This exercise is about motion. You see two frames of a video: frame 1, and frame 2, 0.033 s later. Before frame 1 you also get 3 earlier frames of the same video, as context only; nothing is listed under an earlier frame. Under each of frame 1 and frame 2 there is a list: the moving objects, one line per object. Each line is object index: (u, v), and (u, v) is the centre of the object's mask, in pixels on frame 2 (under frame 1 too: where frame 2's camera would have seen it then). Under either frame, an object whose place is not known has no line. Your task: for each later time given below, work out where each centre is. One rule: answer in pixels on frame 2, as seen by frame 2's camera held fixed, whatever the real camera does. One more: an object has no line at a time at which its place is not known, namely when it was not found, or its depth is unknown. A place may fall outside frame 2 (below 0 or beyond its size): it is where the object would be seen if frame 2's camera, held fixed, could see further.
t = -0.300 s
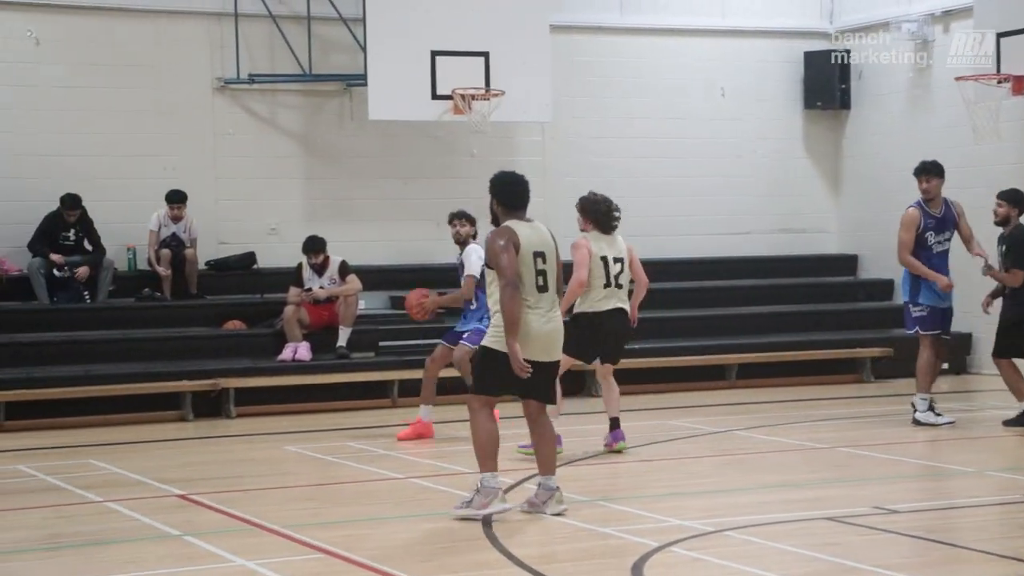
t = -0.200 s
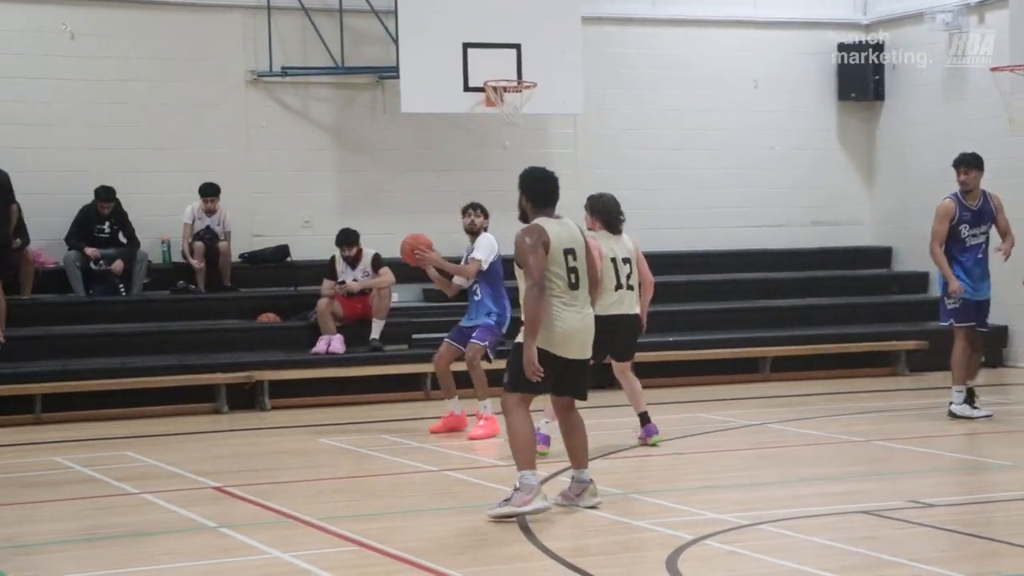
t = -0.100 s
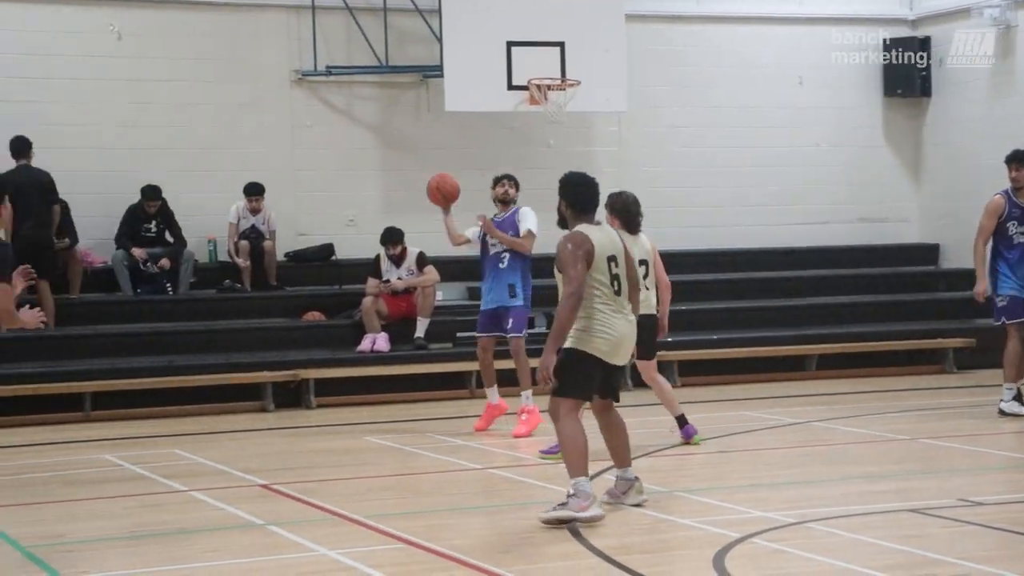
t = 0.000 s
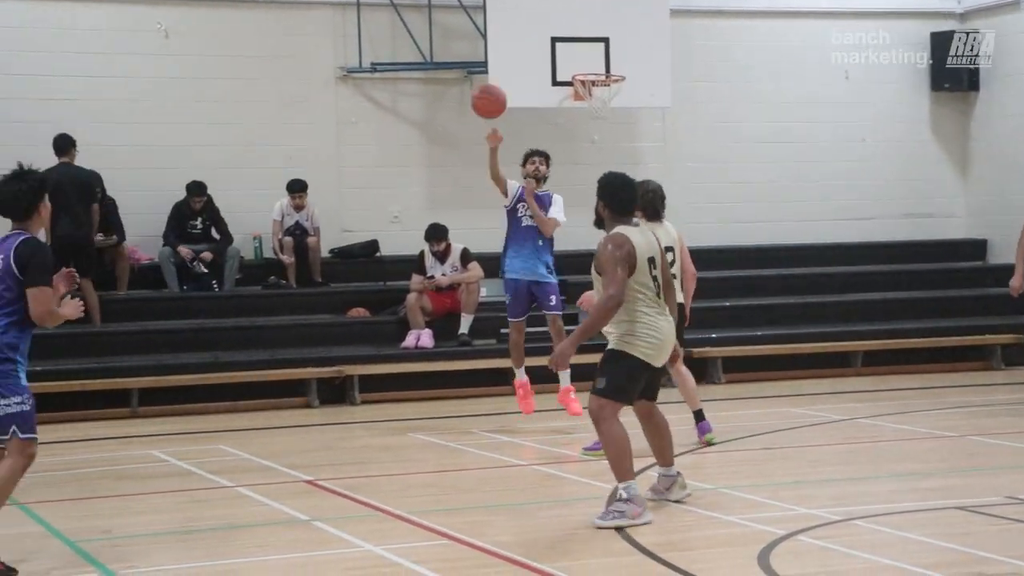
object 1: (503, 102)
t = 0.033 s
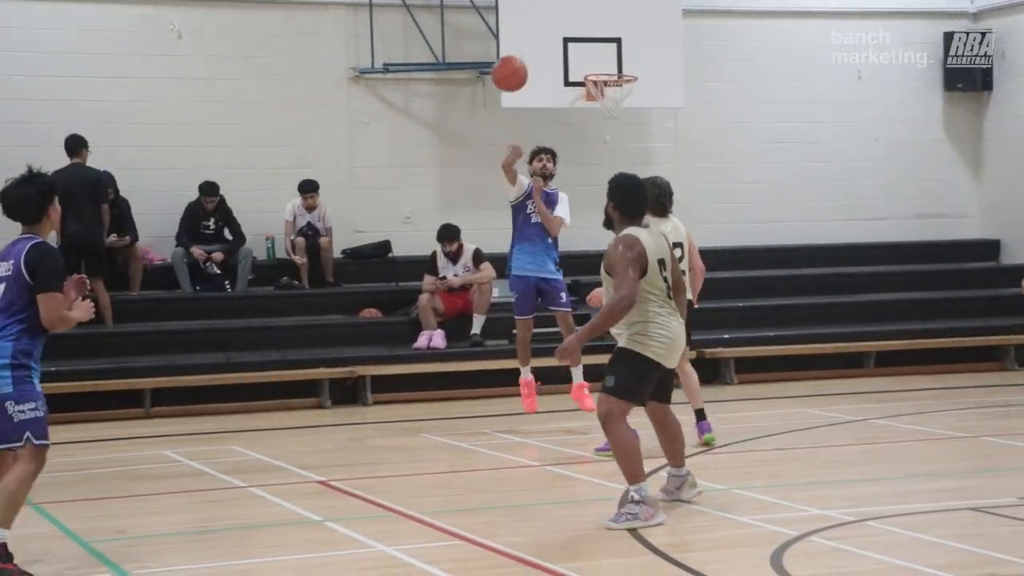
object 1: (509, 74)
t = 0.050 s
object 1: (514, 59)
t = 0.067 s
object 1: (518, 46)
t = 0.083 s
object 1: (523, 32)
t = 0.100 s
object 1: (528, 18)
